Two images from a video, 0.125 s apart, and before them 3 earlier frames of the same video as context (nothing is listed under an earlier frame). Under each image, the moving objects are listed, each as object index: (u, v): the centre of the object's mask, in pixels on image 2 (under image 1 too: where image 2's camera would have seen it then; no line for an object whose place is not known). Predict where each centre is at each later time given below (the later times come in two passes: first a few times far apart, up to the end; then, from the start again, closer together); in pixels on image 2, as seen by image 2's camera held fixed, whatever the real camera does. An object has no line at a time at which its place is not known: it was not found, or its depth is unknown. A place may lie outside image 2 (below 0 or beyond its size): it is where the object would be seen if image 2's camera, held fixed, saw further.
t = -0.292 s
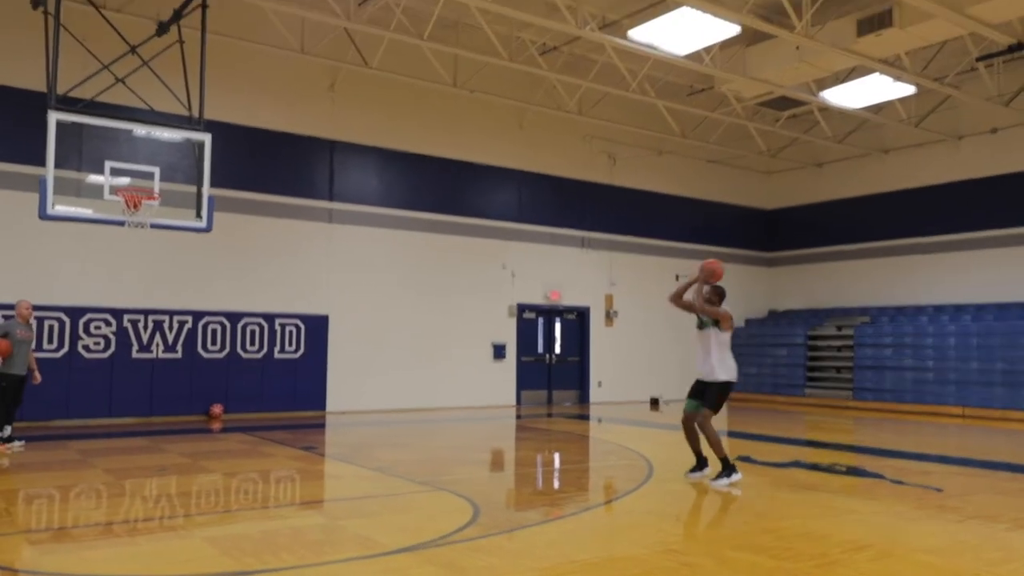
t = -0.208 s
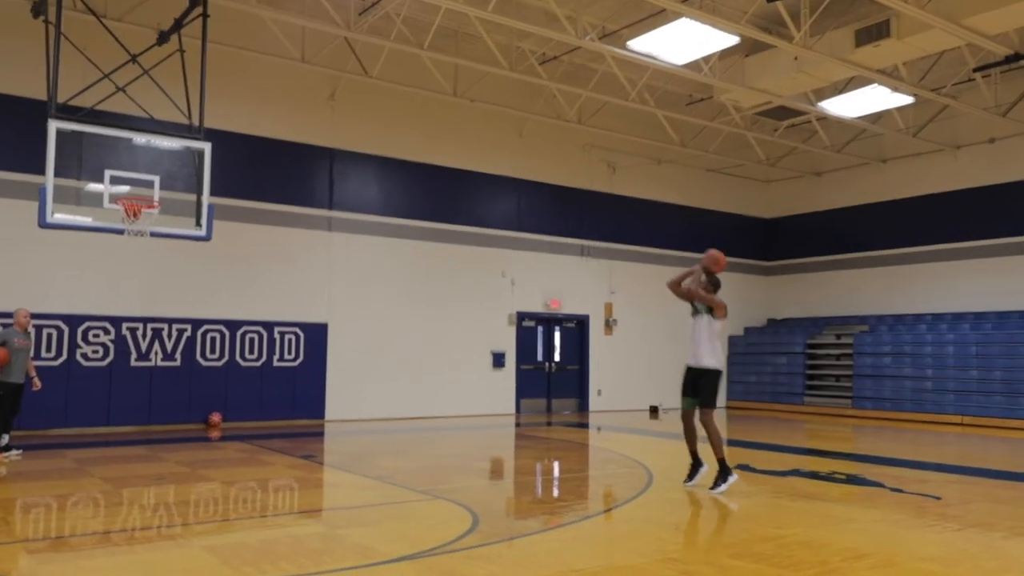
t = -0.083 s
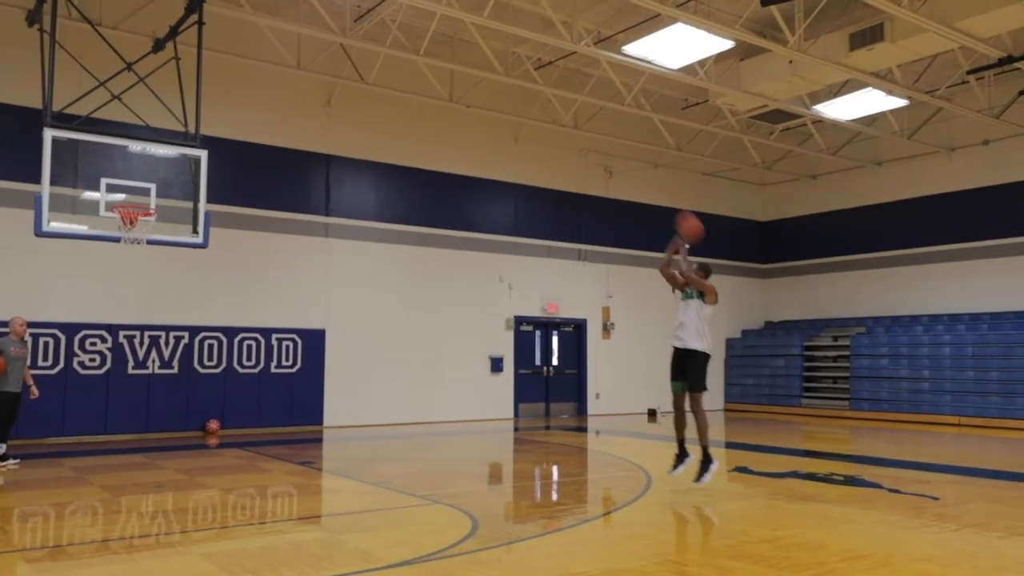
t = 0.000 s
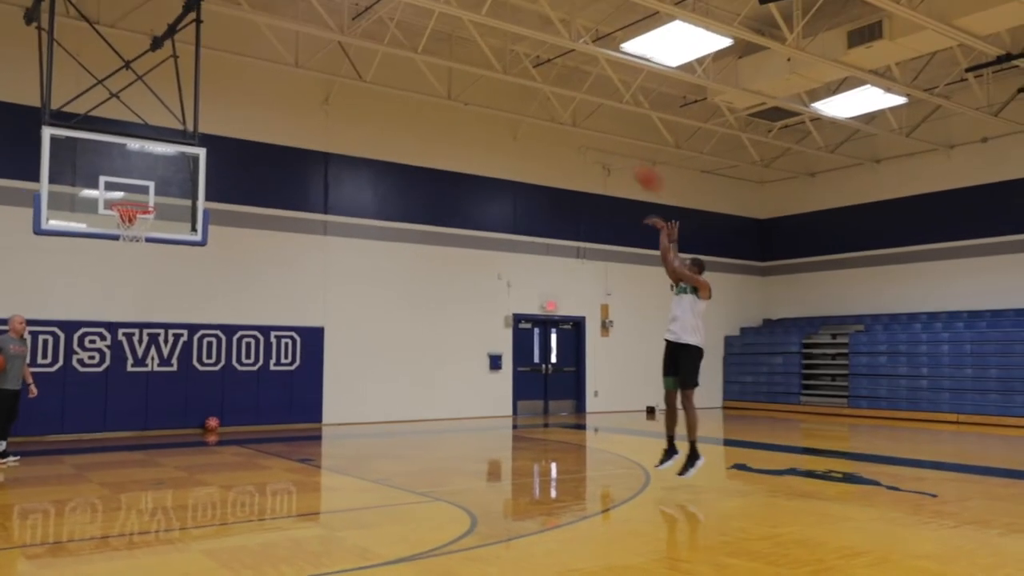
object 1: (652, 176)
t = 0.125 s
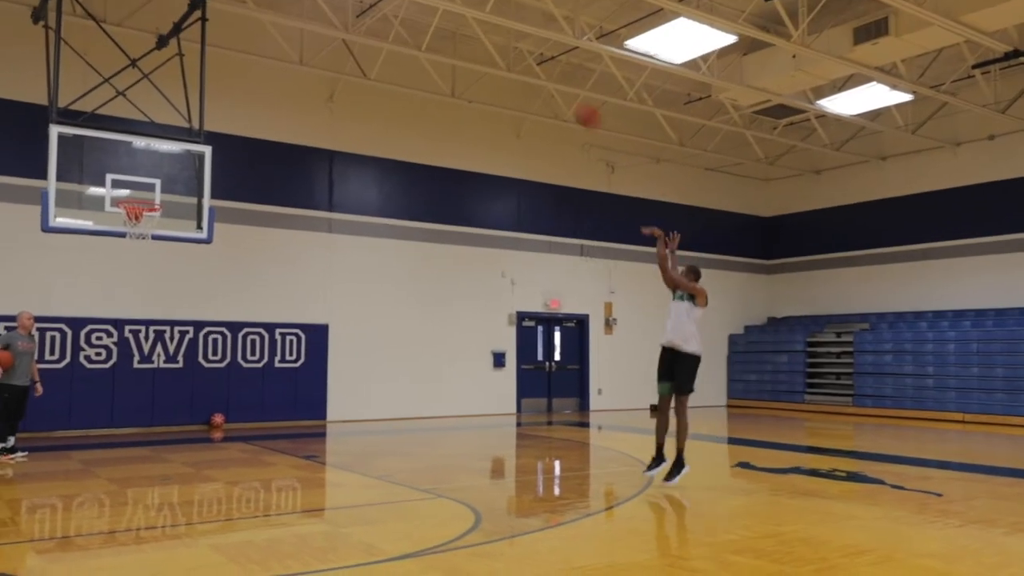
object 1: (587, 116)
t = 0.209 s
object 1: (548, 87)
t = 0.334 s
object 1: (487, 53)
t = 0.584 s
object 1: (377, 34)
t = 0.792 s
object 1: (293, 58)
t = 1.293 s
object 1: (139, 236)
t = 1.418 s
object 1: (154, 271)
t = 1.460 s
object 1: (160, 285)
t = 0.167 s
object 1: (566, 99)
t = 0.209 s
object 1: (548, 87)
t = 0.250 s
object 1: (528, 75)
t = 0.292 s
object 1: (507, 63)
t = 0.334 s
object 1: (487, 53)
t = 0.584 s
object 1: (377, 34)
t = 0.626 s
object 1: (361, 36)
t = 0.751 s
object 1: (310, 50)
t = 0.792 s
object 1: (293, 58)
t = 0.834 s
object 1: (276, 67)
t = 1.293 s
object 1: (139, 236)
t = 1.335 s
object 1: (144, 246)
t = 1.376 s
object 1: (149, 257)
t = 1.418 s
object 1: (154, 271)
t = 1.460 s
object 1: (160, 285)
